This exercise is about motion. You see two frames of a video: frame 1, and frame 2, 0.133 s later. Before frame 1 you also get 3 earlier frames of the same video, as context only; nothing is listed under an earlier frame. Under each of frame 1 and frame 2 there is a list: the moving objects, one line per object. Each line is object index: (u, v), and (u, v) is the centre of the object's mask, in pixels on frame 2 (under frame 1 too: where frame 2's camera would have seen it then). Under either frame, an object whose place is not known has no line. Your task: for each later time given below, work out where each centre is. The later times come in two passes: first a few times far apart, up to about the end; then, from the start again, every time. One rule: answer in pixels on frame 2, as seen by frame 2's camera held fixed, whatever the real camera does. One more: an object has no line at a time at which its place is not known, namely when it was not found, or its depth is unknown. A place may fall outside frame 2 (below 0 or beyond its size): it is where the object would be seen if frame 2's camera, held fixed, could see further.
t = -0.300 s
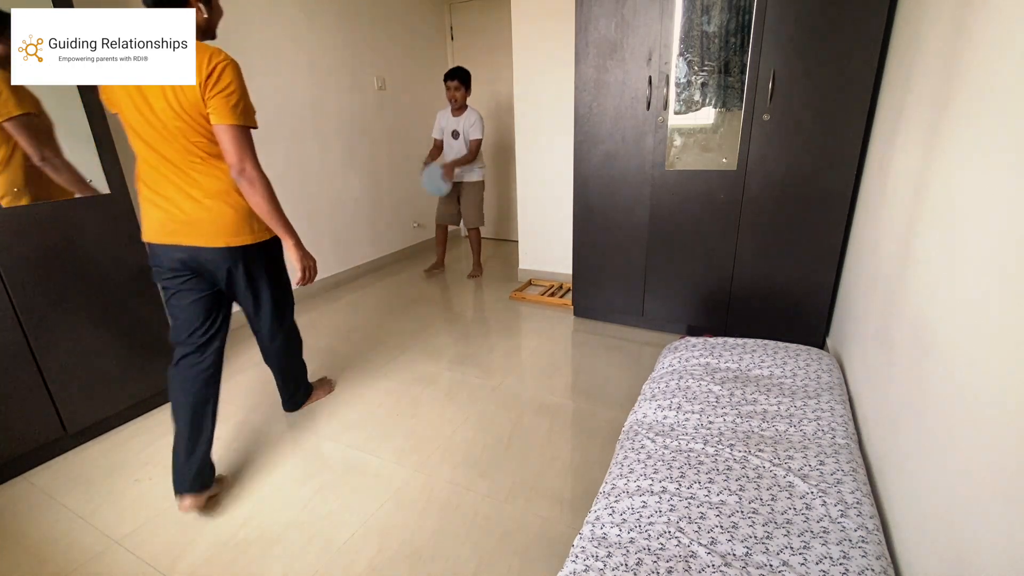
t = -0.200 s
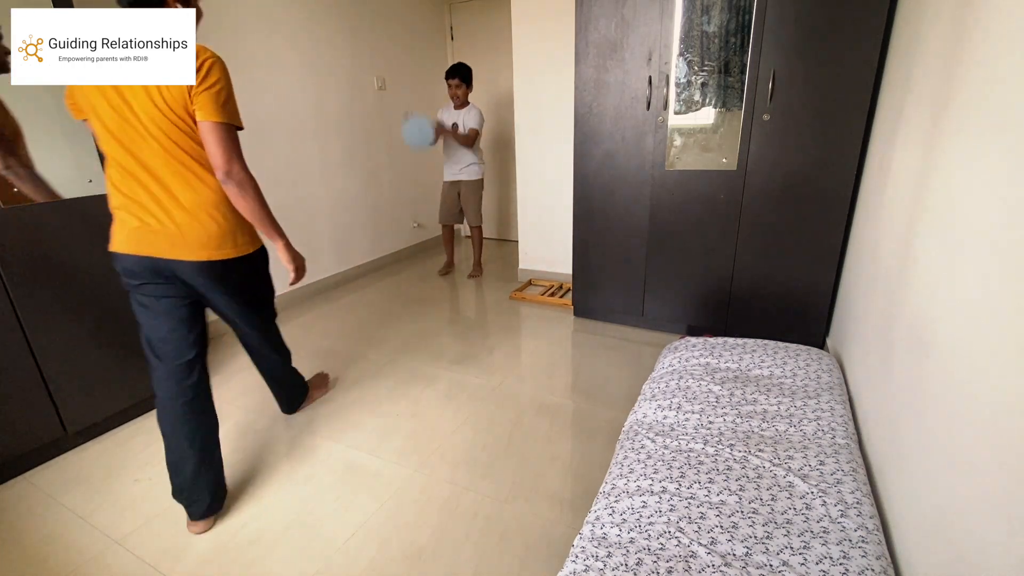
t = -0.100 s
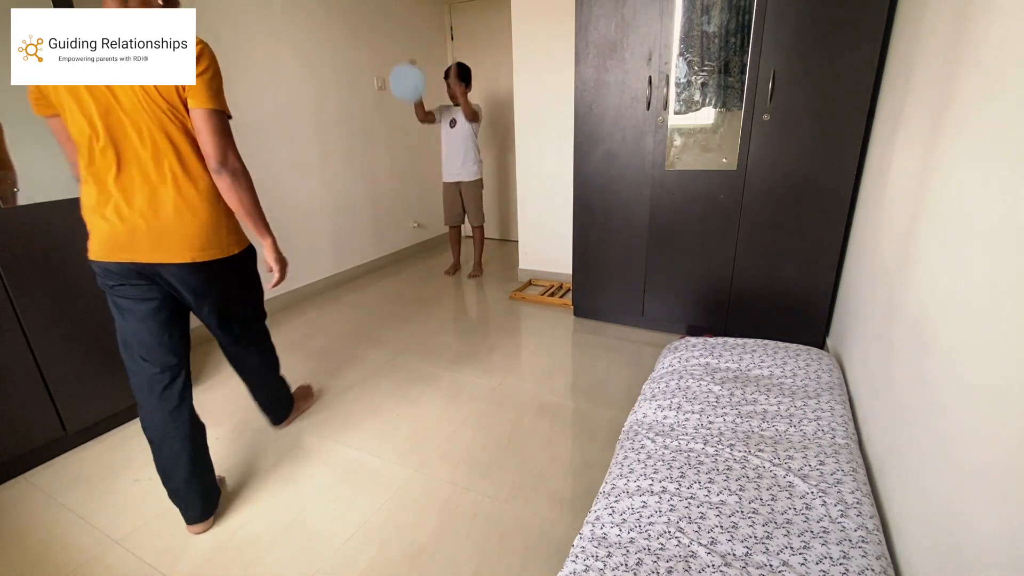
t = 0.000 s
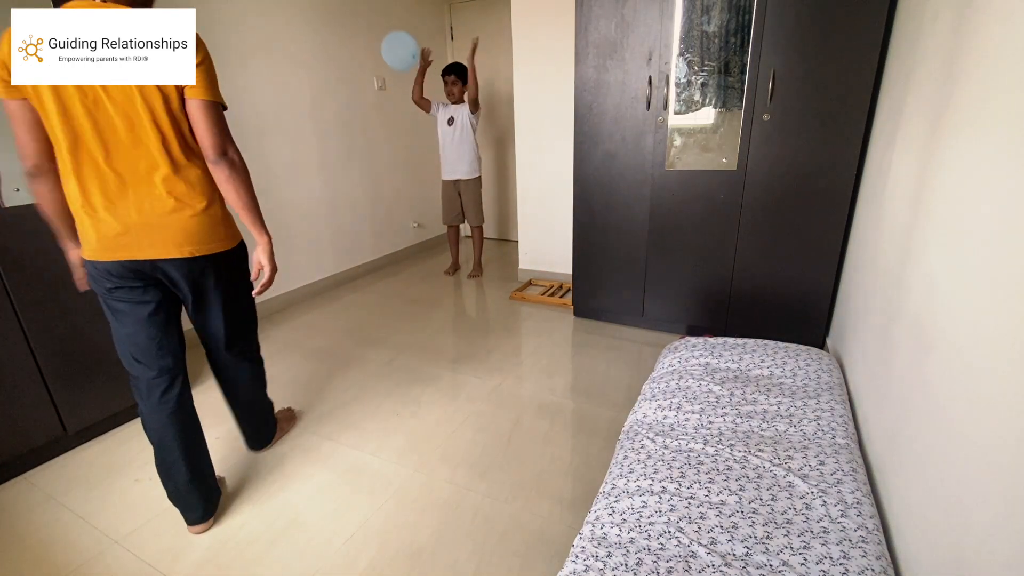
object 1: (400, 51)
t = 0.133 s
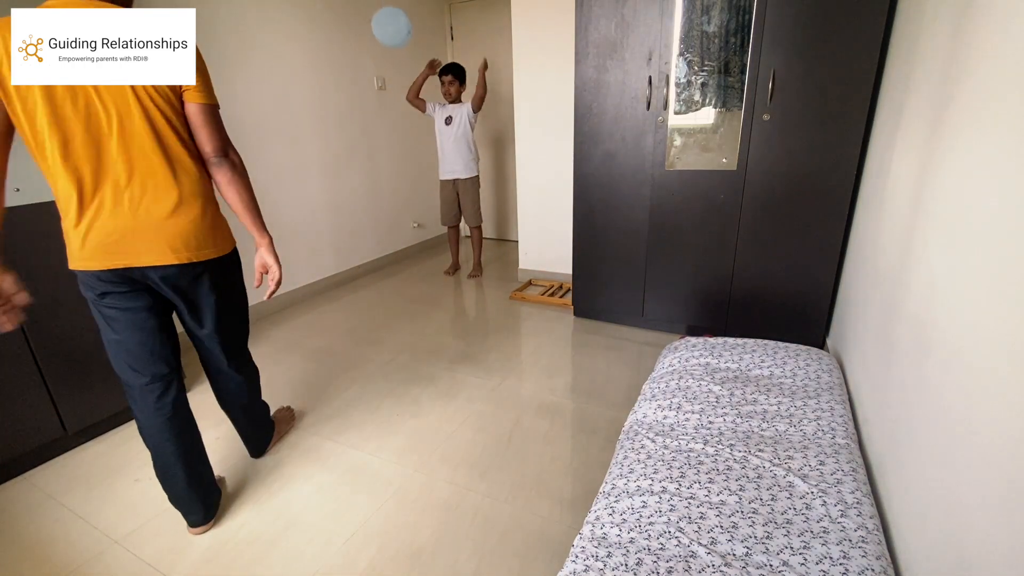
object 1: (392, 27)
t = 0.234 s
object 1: (386, 19)
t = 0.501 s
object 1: (378, 18)
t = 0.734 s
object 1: (374, 28)
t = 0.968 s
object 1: (376, 51)
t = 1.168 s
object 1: (380, 79)
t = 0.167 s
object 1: (389, 23)
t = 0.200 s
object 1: (388, 20)
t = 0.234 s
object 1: (386, 19)
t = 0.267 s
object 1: (385, 18)
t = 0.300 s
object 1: (384, 18)
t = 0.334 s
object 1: (383, 17)
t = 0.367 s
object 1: (382, 17)
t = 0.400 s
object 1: (380, 17)
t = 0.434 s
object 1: (379, 17)
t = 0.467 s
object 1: (379, 17)
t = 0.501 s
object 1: (378, 18)
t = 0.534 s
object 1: (377, 19)
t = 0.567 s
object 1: (376, 20)
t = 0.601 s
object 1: (375, 20)
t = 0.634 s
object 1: (374, 21)
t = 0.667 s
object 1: (374, 23)
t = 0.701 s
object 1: (374, 26)
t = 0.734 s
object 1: (374, 28)
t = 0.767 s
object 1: (373, 31)
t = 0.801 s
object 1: (374, 34)
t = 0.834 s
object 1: (374, 37)
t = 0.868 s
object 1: (374, 40)
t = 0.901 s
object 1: (374, 44)
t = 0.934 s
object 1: (375, 47)
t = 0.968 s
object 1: (376, 51)
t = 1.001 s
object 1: (376, 55)
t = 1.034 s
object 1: (377, 60)
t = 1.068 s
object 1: (378, 64)
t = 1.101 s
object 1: (379, 69)
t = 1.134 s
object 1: (379, 74)
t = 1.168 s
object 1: (380, 79)
